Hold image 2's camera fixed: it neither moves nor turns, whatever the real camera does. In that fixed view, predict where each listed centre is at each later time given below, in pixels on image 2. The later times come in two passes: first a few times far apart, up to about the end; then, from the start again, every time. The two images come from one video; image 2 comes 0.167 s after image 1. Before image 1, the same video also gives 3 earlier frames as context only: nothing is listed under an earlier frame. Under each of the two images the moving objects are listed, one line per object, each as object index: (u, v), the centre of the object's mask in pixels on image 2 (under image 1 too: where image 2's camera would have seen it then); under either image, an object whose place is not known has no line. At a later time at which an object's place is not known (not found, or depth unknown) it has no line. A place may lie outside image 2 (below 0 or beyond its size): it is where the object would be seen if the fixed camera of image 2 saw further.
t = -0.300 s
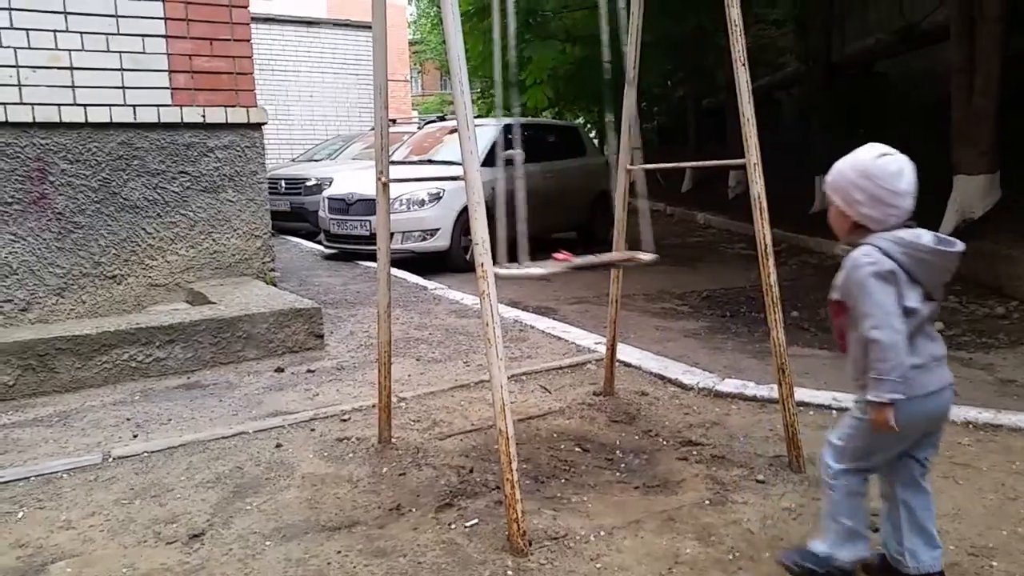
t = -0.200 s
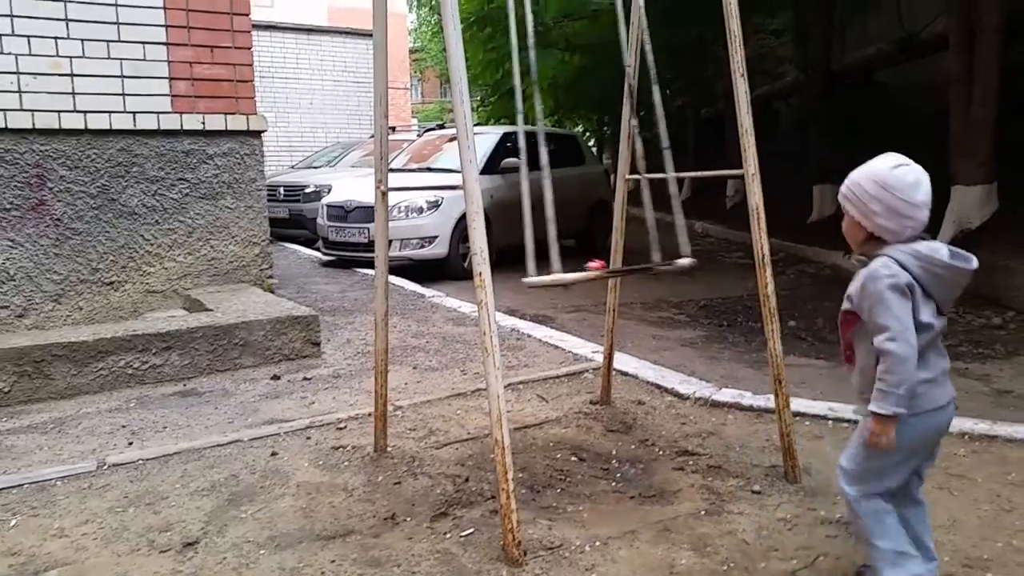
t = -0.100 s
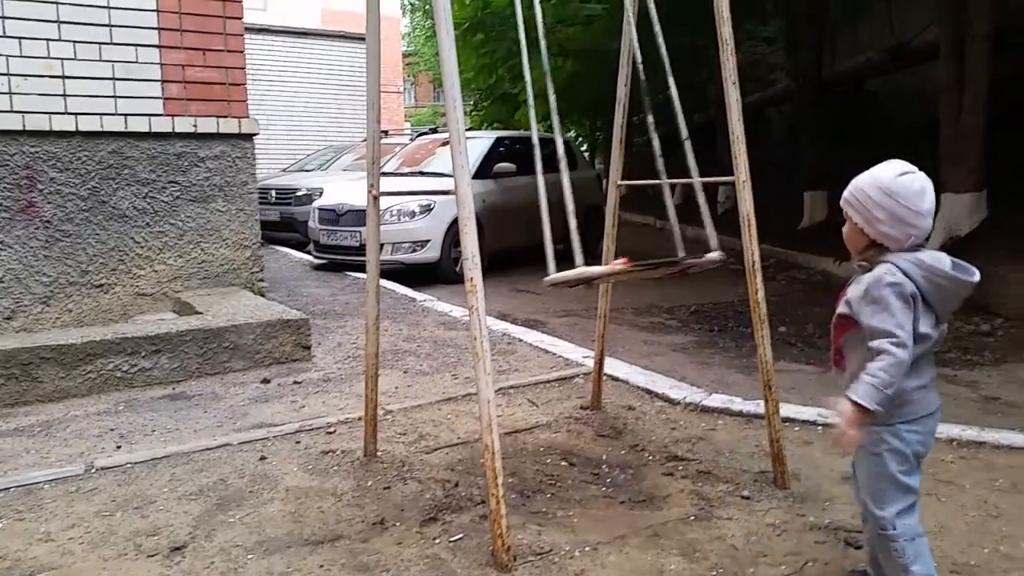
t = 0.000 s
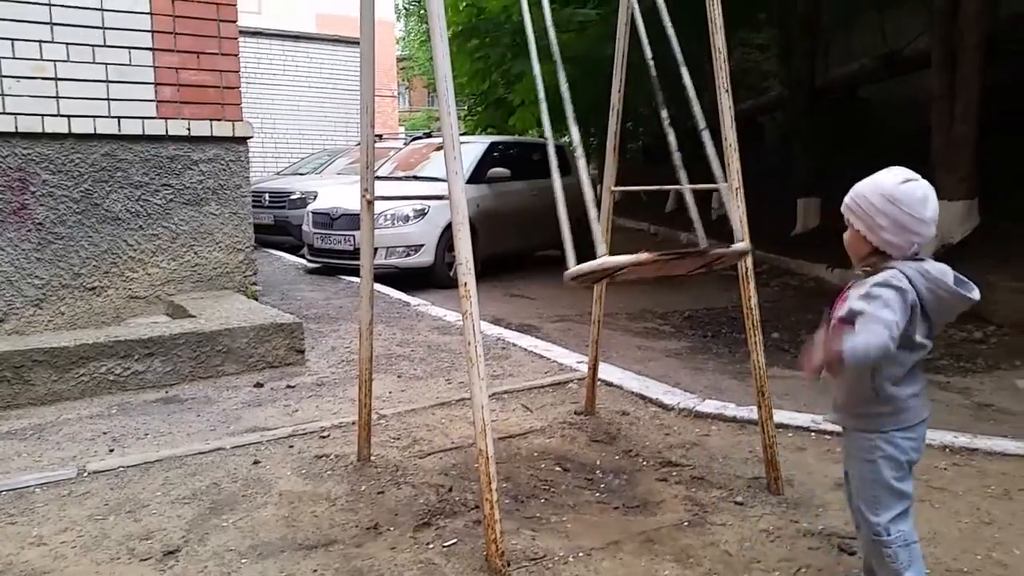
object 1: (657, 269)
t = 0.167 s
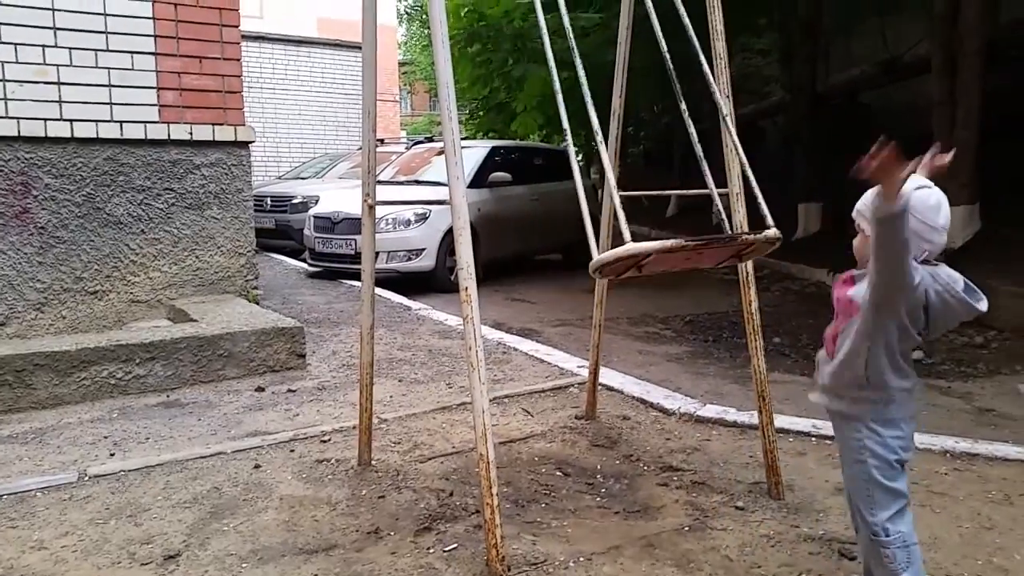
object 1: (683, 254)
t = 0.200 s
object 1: (684, 253)
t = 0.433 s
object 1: (652, 271)
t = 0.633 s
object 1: (587, 289)
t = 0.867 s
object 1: (528, 275)
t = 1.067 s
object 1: (475, 249)
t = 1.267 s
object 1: (454, 235)
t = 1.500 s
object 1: (474, 249)
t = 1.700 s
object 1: (528, 275)
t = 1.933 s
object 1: (585, 290)
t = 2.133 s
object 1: (649, 273)
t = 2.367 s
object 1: (682, 256)
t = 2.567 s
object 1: (653, 271)
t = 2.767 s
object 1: (593, 289)
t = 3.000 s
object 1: (530, 277)
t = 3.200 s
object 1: (480, 251)
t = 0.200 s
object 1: (684, 253)
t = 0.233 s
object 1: (685, 254)
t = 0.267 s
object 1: (682, 255)
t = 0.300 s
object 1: (679, 257)
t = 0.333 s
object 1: (674, 259)
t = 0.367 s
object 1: (668, 263)
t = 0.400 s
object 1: (661, 267)
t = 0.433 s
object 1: (652, 271)
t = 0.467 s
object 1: (646, 275)
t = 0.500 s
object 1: (636, 279)
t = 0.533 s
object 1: (623, 282)
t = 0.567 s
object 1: (611, 285)
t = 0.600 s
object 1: (598, 288)
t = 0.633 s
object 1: (587, 289)
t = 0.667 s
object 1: (575, 290)
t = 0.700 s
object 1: (563, 290)
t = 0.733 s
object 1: (552, 289)
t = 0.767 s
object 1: (546, 286)
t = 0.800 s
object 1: (540, 283)
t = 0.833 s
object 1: (534, 279)
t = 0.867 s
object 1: (528, 275)
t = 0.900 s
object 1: (508, 272)
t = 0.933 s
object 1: (500, 267)
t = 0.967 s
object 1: (494, 263)
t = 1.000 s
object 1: (487, 258)
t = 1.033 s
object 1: (480, 254)
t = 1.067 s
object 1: (475, 249)
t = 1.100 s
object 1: (472, 246)
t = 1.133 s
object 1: (470, 241)
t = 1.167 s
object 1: (469, 238)
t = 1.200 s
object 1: (454, 240)
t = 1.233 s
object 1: (454, 236)
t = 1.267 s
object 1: (454, 235)
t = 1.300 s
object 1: (454, 238)
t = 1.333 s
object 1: (454, 237)
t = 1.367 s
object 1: (454, 237)
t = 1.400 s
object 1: (470, 240)
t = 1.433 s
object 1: (470, 241)
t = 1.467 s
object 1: (471, 243)
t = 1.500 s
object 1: (474, 249)
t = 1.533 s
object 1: (481, 254)
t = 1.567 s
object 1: (487, 258)
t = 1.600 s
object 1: (492, 262)
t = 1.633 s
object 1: (499, 267)
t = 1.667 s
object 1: (506, 272)
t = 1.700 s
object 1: (528, 275)
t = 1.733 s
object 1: (534, 279)
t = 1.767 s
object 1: (540, 282)
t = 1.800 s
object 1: (546, 286)
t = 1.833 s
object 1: (553, 288)
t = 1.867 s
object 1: (561, 290)
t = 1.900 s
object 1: (574, 290)
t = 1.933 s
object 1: (585, 290)
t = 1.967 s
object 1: (596, 288)
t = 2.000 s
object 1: (609, 286)
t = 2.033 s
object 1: (621, 283)
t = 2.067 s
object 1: (633, 279)
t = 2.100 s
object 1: (641, 276)
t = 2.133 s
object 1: (649, 273)
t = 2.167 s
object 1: (657, 269)
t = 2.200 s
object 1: (663, 265)
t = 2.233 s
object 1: (670, 262)
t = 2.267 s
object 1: (676, 259)
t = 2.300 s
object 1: (679, 257)
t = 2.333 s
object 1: (681, 256)
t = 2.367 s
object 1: (682, 256)
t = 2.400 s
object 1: (681, 256)
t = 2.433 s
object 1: (678, 258)
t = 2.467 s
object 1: (673, 261)
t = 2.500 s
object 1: (668, 264)
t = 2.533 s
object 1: (662, 267)
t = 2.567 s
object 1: (653, 271)
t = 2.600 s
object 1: (644, 275)
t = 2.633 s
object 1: (635, 279)
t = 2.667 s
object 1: (628, 281)
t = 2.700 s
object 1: (617, 285)
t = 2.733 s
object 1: (604, 287)
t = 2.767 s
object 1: (593, 289)
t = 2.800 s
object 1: (582, 290)
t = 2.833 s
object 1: (569, 291)
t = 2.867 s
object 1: (559, 290)
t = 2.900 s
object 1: (551, 288)
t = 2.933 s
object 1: (544, 285)
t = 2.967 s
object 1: (537, 281)
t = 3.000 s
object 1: (530, 277)
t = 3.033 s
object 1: (513, 274)
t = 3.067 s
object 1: (505, 270)
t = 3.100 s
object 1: (499, 266)
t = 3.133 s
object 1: (493, 261)
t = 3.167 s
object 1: (484, 255)
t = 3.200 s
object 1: (480, 251)
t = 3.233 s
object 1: (471, 244)
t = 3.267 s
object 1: (470, 242)
